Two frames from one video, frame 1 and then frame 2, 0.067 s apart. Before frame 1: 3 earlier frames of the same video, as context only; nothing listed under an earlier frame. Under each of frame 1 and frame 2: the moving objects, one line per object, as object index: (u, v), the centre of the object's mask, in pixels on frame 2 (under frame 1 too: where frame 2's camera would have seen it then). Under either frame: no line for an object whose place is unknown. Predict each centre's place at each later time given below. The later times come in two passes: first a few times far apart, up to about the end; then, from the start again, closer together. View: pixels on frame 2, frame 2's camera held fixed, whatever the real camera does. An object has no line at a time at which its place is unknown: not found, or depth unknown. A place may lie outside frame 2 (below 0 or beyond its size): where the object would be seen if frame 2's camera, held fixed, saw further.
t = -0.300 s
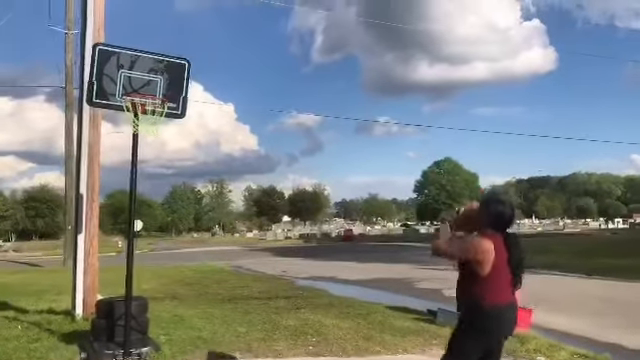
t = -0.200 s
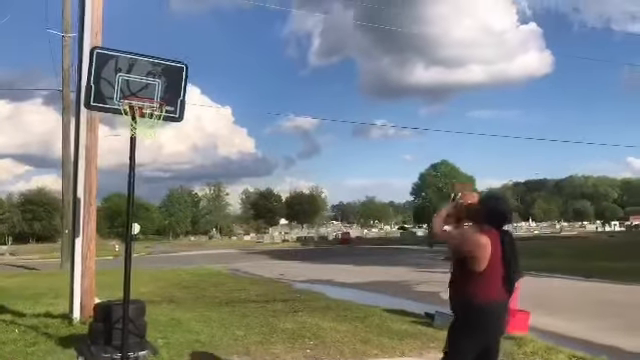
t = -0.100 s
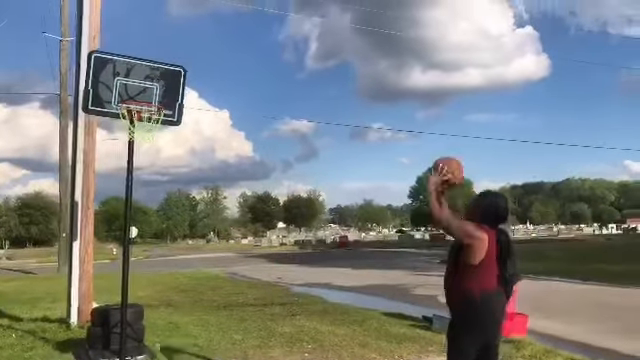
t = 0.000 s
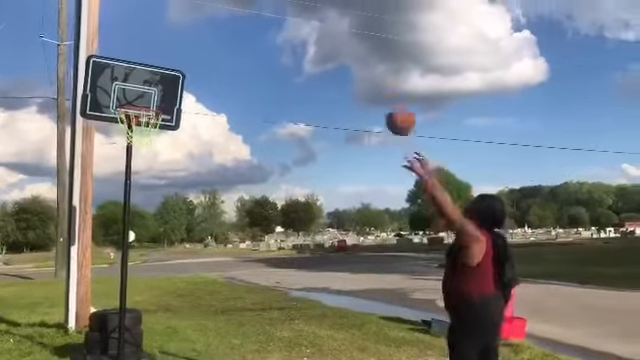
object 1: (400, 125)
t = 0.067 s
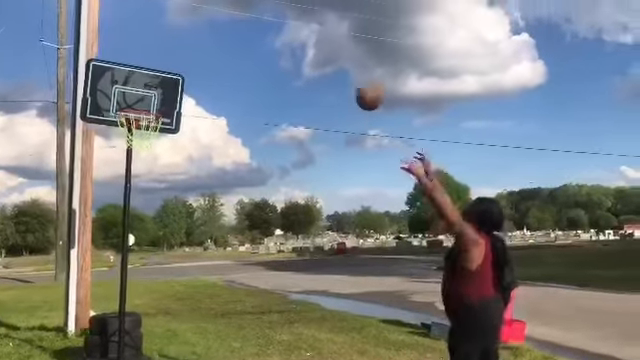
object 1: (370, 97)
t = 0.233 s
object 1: (302, 56)
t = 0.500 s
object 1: (214, 55)
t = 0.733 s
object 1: (156, 102)
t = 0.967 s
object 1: (109, 82)
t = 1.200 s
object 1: (77, 76)
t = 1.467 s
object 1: (29, 144)
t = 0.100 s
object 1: (355, 86)
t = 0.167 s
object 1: (327, 68)
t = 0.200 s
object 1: (314, 61)
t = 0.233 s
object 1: (302, 56)
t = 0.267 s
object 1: (290, 51)
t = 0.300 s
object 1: (278, 49)
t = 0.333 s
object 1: (266, 47)
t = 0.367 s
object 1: (256, 46)
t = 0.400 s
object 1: (244, 47)
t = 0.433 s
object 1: (234, 48)
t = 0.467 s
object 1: (224, 51)
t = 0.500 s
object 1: (214, 55)
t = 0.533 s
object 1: (204, 59)
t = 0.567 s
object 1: (195, 64)
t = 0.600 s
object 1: (187, 70)
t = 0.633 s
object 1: (178, 76)
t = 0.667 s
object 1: (170, 83)
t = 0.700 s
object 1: (161, 92)
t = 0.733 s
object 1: (156, 102)
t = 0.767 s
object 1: (146, 109)
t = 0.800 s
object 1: (141, 102)
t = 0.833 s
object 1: (132, 99)
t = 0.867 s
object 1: (125, 97)
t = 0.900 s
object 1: (119, 90)
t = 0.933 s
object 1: (115, 83)
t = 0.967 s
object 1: (109, 82)
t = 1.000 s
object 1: (105, 80)
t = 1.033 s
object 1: (101, 78)
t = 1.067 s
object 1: (96, 77)
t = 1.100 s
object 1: (93, 77)
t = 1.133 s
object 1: (87, 70)
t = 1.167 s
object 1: (83, 72)
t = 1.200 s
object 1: (77, 76)
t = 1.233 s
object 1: (70, 81)
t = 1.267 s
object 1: (65, 86)
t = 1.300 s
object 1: (60, 91)
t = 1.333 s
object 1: (52, 102)
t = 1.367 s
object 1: (49, 110)
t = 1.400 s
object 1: (41, 120)
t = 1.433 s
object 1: (35, 131)
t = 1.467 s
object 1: (29, 144)
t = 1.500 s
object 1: (23, 158)
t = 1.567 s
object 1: (9, 190)
